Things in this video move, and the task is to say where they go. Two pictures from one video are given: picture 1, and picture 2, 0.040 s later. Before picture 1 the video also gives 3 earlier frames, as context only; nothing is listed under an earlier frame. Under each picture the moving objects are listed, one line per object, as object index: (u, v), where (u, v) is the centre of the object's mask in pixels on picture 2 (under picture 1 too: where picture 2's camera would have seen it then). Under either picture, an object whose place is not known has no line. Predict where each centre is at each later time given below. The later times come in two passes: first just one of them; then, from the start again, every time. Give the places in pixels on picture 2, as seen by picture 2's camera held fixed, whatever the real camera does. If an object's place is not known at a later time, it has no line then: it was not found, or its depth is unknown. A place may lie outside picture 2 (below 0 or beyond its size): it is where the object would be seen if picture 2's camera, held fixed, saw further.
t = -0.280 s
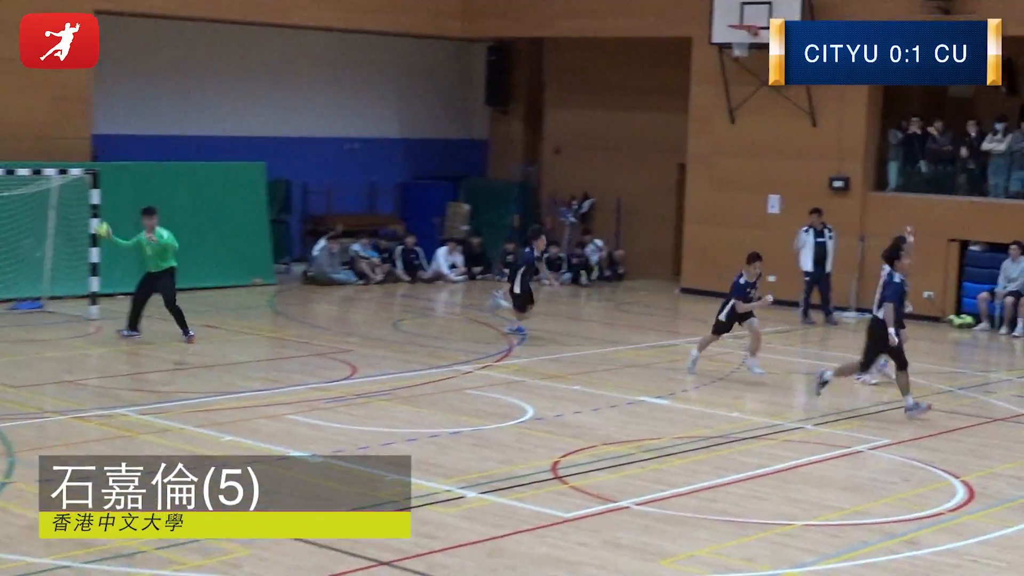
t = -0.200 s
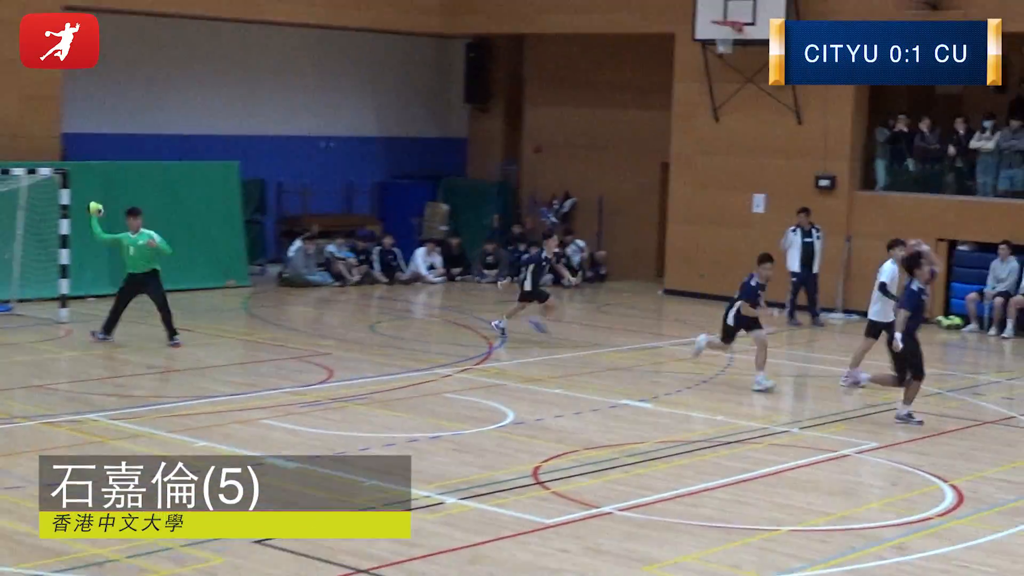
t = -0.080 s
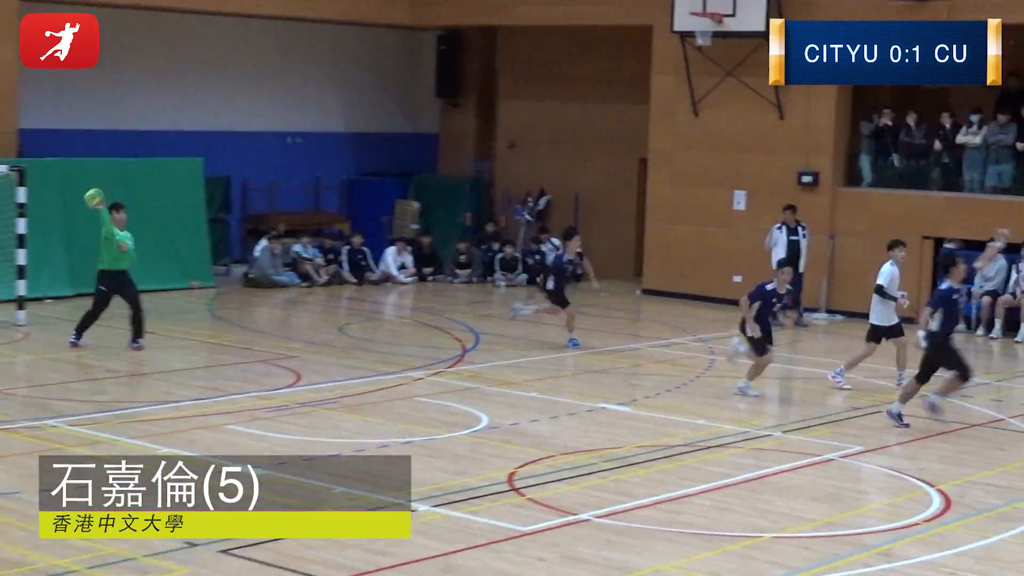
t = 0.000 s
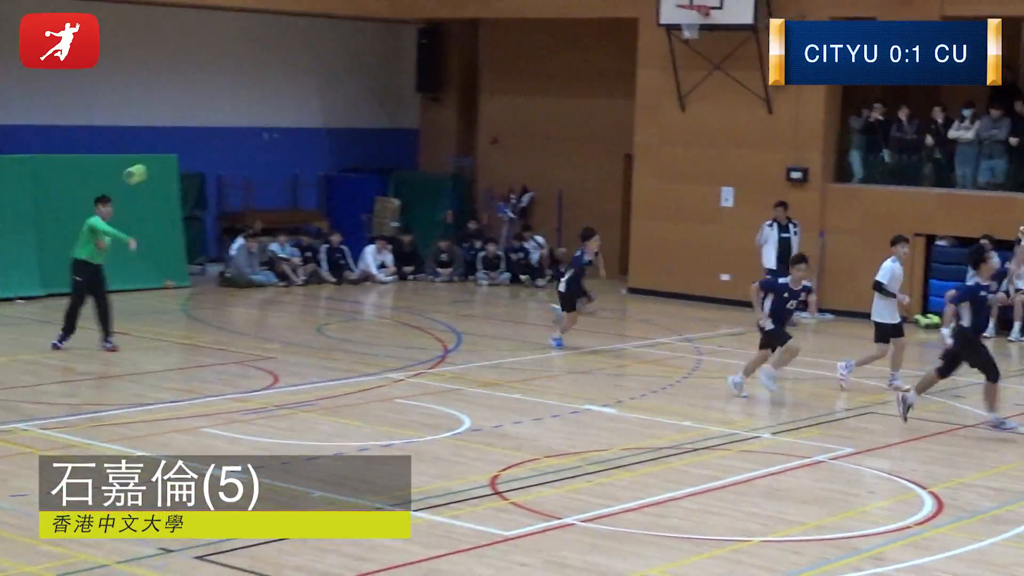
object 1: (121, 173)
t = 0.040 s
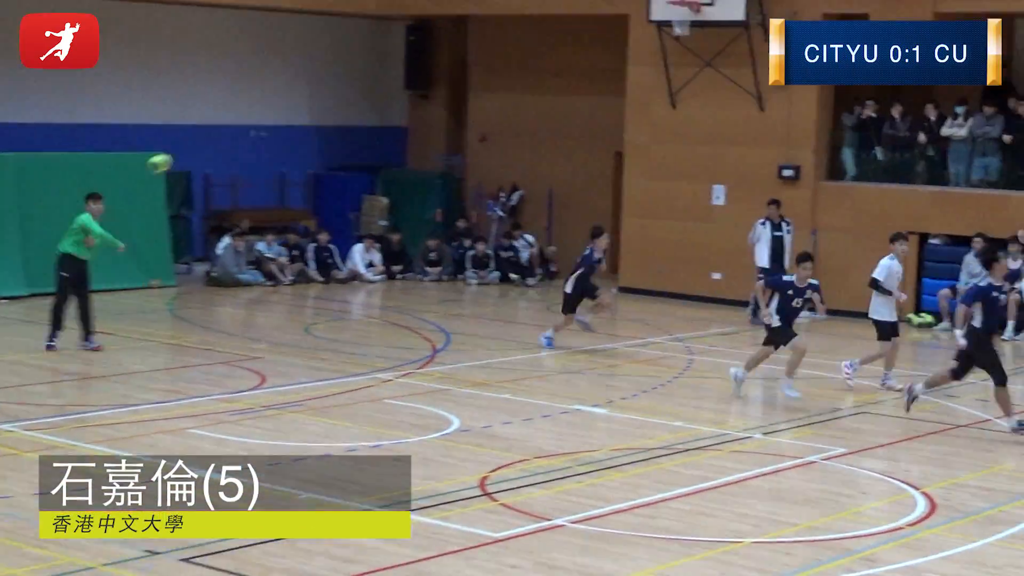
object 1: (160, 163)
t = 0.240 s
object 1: (376, 125)
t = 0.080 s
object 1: (200, 154)
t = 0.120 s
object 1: (241, 145)
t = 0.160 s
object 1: (284, 138)
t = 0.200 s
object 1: (329, 132)
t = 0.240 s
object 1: (376, 125)
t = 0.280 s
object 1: (426, 121)
